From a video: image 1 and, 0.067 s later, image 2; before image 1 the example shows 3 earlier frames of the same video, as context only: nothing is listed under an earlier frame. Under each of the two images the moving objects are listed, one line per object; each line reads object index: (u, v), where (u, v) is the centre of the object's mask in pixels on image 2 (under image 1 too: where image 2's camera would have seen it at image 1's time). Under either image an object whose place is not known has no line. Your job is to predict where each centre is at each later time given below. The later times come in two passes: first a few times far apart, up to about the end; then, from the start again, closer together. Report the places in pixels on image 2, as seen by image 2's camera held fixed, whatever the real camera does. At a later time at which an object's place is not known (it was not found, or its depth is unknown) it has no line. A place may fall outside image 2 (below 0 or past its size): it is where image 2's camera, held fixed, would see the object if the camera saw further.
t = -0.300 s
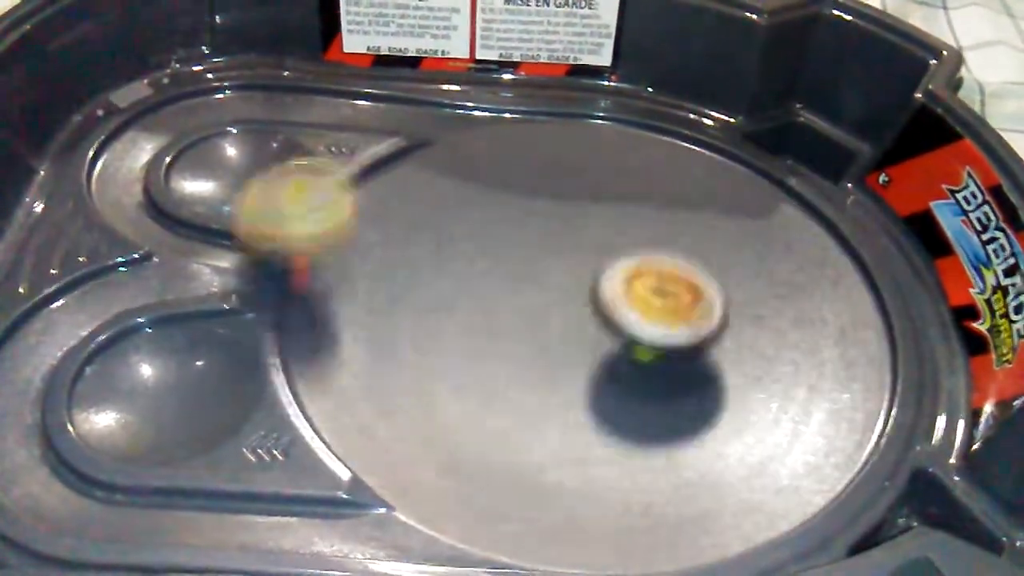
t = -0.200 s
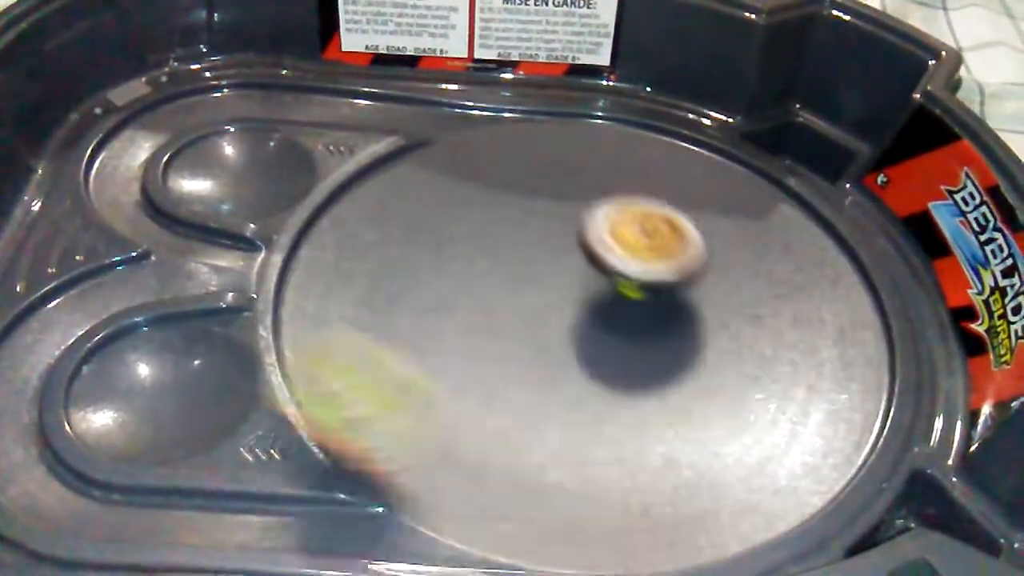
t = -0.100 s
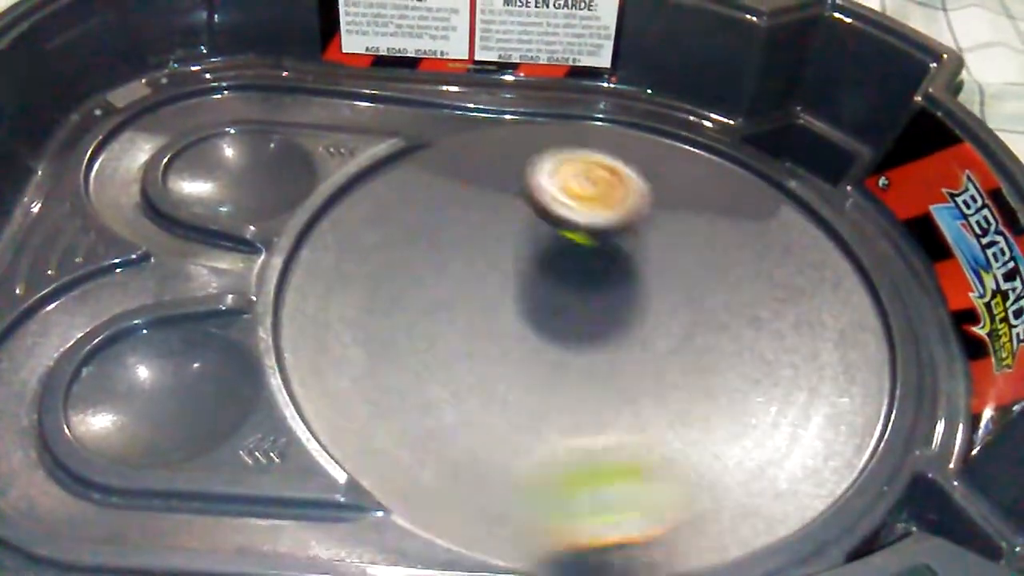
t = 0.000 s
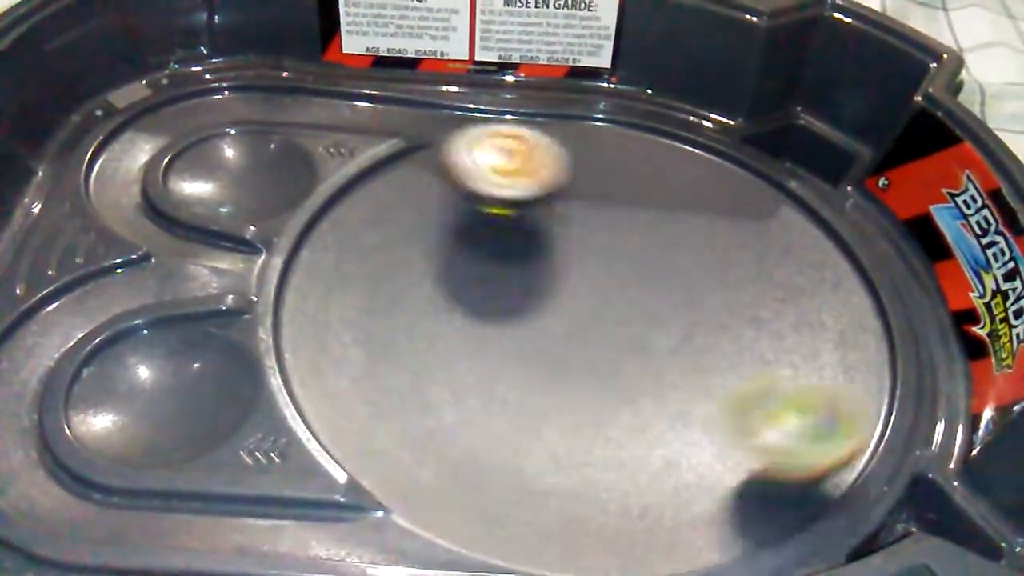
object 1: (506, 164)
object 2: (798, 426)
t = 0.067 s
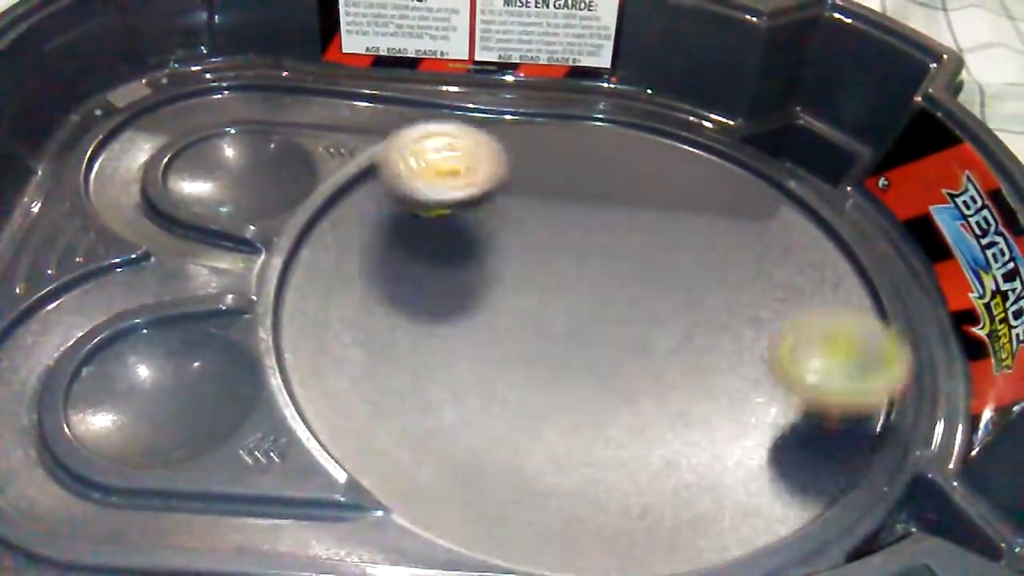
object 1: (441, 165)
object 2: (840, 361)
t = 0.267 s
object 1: (308, 302)
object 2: (638, 209)
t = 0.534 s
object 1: (745, 480)
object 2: (324, 316)
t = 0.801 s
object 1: (791, 166)
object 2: (661, 490)
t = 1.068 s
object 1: (319, 80)
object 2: (594, 220)
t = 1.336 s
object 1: (188, 197)
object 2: (334, 223)
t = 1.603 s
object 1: (352, 294)
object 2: (556, 436)
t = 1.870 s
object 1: (676, 385)
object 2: (705, 196)
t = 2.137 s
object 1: (677, 218)
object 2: (382, 105)
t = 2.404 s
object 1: (409, 211)
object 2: (175, 145)
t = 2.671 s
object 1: (488, 430)
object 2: (316, 81)
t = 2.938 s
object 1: (763, 305)
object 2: (168, 92)
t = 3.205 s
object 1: (540, 165)
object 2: (260, 252)
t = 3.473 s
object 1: (386, 336)
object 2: (717, 390)
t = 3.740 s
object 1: (760, 417)
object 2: (763, 145)
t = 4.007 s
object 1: (698, 155)
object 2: (402, 206)
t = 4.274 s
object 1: (342, 178)
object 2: (557, 508)
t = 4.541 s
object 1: (486, 493)
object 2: (789, 310)
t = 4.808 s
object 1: (853, 345)
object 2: (463, 211)
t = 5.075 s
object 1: (608, 125)
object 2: (419, 435)
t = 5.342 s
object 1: (312, 233)
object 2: (717, 356)
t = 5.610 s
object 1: (547, 498)
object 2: (483, 151)
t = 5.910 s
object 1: (801, 271)
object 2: (343, 357)
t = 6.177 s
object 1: (517, 131)
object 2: (725, 341)
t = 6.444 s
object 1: (309, 297)
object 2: (616, 116)
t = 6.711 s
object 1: (620, 483)
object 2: (362, 235)
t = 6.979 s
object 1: (781, 269)
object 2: (637, 494)
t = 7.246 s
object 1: (522, 148)
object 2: (871, 295)
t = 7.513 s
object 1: (344, 307)
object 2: (549, 162)
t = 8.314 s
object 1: (499, 167)
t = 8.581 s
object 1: (368, 328)
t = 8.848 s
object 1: (658, 428)
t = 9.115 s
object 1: (712, 236)
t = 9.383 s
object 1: (481, 184)
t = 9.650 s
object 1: (403, 352)
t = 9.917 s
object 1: (675, 414)
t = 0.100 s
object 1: (410, 170)
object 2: (837, 330)
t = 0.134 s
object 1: (377, 183)
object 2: (818, 299)
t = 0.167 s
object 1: (344, 202)
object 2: (785, 270)
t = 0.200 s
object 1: (320, 228)
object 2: (743, 247)
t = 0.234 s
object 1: (304, 262)
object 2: (693, 226)
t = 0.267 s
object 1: (308, 302)
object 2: (638, 209)
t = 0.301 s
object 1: (325, 347)
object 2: (581, 197)
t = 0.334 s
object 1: (357, 389)
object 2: (518, 189)
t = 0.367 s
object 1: (408, 432)
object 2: (457, 187)
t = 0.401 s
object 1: (466, 462)
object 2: (398, 188)
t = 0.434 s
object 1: (530, 483)
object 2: (330, 194)
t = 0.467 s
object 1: (610, 495)
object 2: (299, 210)
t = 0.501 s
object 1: (680, 495)
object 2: (310, 266)
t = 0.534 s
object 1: (745, 480)
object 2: (324, 316)
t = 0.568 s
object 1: (807, 454)
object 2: (337, 364)
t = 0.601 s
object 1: (851, 420)
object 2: (351, 404)
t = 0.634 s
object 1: (875, 379)
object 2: (403, 439)
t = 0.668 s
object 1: (892, 339)
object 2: (458, 466)
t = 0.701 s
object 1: (878, 297)
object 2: (521, 483)
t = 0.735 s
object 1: (855, 253)
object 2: (573, 496)
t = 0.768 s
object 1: (825, 207)
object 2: (622, 498)
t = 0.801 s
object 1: (791, 166)
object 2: (661, 490)
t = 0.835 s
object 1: (739, 137)
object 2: (692, 468)
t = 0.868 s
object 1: (682, 115)
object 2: (710, 438)
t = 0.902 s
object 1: (617, 100)
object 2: (715, 402)
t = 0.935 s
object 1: (547, 94)
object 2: (705, 361)
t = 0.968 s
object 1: (481, 94)
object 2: (687, 322)
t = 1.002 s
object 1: (420, 91)
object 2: (663, 286)
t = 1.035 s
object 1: (369, 78)
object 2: (632, 252)
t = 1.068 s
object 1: (319, 80)
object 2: (594, 220)
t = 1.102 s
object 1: (271, 86)
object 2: (554, 194)
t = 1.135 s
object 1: (223, 95)
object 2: (515, 172)
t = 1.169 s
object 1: (175, 110)
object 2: (471, 153)
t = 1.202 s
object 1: (136, 138)
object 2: (427, 139)
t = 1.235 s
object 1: (108, 159)
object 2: (384, 130)
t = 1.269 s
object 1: (120, 174)
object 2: (366, 150)
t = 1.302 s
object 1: (154, 184)
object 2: (349, 189)
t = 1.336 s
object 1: (188, 197)
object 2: (334, 223)
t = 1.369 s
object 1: (212, 195)
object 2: (338, 259)
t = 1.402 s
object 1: (229, 207)
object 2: (347, 297)
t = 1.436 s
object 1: (251, 215)
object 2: (356, 336)
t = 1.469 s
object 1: (266, 224)
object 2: (375, 371)
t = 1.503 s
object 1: (281, 235)
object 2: (406, 400)
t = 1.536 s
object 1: (298, 252)
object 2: (450, 422)
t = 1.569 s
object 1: (326, 275)
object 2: (503, 436)
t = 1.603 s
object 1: (352, 294)
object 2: (556, 436)
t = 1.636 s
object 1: (383, 316)
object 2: (609, 427)
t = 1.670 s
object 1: (422, 342)
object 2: (657, 407)
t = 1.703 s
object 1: (465, 362)
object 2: (690, 380)
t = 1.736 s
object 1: (515, 380)
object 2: (716, 342)
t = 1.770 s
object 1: (559, 390)
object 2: (729, 307)
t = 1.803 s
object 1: (604, 395)
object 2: (731, 268)
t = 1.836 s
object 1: (640, 392)
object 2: (722, 230)
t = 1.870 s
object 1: (676, 385)
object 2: (705, 196)
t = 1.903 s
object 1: (704, 370)
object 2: (680, 161)
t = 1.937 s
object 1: (724, 354)
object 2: (646, 130)
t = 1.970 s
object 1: (735, 332)
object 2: (610, 105)
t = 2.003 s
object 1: (740, 310)
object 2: (564, 86)
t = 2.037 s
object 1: (734, 284)
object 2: (514, 89)
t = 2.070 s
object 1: (720, 261)
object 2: (456, 99)
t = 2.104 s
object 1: (701, 238)
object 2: (419, 97)
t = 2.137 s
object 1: (677, 218)
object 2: (382, 105)
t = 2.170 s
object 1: (645, 202)
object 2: (349, 114)
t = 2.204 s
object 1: (614, 190)
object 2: (318, 121)
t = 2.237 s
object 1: (577, 180)
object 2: (290, 133)
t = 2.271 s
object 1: (541, 177)
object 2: (255, 145)
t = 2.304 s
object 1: (503, 177)
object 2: (223, 147)
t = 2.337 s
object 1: (469, 183)
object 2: (196, 144)
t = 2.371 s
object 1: (435, 194)
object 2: (179, 143)
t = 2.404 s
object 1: (409, 211)
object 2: (175, 145)
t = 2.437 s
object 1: (383, 234)
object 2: (184, 150)
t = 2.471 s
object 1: (367, 259)
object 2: (204, 157)
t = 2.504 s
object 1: (358, 290)
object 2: (237, 160)
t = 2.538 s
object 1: (364, 320)
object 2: (268, 152)
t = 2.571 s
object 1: (376, 352)
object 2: (295, 134)
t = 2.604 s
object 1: (407, 386)
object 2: (307, 113)
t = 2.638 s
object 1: (445, 411)
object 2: (314, 97)
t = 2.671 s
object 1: (488, 430)
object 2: (316, 81)
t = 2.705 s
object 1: (539, 442)
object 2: (317, 73)
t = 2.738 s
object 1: (594, 443)
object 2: (315, 67)
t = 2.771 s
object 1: (646, 436)
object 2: (304, 63)
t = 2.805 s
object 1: (687, 420)
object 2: (288, 64)
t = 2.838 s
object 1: (727, 396)
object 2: (268, 66)
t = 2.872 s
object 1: (752, 367)
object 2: (239, 72)
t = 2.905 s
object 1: (764, 336)
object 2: (206, 79)
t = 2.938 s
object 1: (763, 305)
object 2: (168, 92)
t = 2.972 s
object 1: (752, 275)
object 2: (135, 110)
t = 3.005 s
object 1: (738, 248)
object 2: (114, 134)
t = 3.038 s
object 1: (712, 221)
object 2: (107, 156)
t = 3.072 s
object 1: (686, 201)
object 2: (114, 178)
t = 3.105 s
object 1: (652, 184)
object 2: (138, 193)
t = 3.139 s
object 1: (614, 171)
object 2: (178, 211)
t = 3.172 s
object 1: (577, 165)
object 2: (218, 231)
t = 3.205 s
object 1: (540, 165)
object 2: (260, 252)
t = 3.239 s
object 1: (503, 169)
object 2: (305, 278)
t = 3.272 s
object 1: (467, 180)
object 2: (355, 309)
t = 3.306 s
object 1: (436, 194)
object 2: (401, 335)
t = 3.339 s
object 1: (409, 213)
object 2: (462, 365)
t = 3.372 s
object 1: (390, 240)
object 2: (522, 386)
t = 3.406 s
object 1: (378, 271)
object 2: (593, 399)
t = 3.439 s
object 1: (374, 303)
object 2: (656, 401)
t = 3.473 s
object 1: (386, 336)
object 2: (717, 390)
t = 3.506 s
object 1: (408, 369)
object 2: (768, 373)
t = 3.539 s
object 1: (446, 401)
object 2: (815, 342)
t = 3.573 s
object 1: (488, 427)
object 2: (842, 309)
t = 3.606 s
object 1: (546, 445)
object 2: (856, 270)
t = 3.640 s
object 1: (603, 455)
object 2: (855, 235)
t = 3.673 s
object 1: (658, 453)
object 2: (836, 198)
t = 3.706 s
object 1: (714, 440)
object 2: (799, 170)
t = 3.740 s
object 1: (760, 417)
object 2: (763, 145)
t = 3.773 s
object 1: (797, 387)
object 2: (717, 125)
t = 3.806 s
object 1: (816, 351)
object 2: (672, 113)
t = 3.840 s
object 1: (821, 312)
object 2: (619, 109)
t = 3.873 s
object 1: (812, 275)
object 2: (570, 114)
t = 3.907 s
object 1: (796, 237)
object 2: (520, 125)
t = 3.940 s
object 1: (770, 206)
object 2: (475, 145)
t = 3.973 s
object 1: (737, 177)
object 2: (435, 172)
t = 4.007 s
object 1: (698, 155)
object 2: (402, 206)
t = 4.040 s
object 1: (653, 134)
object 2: (376, 244)
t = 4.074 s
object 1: (606, 122)
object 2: (362, 289)
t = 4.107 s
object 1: (560, 115)
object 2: (361, 337)
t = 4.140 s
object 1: (510, 115)
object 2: (371, 388)
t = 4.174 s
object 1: (462, 120)
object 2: (407, 437)
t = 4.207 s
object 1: (415, 132)
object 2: (449, 484)
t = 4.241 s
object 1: (373, 150)
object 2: (503, 514)
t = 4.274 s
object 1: (342, 178)
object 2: (557, 508)
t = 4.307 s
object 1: (320, 214)
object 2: (610, 492)
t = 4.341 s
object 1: (304, 251)
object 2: (659, 472)
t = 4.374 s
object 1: (299, 293)
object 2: (701, 453)
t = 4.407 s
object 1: (311, 339)
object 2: (743, 428)
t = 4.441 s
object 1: (339, 384)
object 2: (781, 404)
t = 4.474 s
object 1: (380, 428)
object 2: (799, 372)
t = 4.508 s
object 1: (429, 466)
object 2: (802, 343)
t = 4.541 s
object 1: (486, 493)
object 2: (789, 310)
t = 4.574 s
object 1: (556, 509)
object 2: (769, 282)
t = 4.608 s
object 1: (624, 515)
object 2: (738, 257)
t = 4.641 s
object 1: (687, 513)
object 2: (698, 236)
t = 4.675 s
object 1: (749, 498)
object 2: (653, 220)
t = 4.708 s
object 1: (794, 465)
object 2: (607, 211)
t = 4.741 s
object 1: (832, 425)
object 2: (558, 206)
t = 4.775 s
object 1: (848, 384)
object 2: (510, 205)
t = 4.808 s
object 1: (853, 345)
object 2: (463, 211)
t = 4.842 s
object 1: (846, 305)
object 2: (417, 223)
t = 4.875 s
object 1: (829, 267)
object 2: (378, 241)
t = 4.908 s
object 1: (804, 234)
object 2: (341, 266)
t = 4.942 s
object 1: (772, 207)
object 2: (309, 296)
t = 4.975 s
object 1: (737, 177)
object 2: (295, 324)
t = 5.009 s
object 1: (694, 154)
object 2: (331, 366)
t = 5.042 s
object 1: (652, 137)
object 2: (373, 402)
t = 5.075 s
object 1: (608, 125)
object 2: (419, 435)
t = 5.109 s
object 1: (561, 118)
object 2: (465, 463)
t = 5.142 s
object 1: (514, 115)
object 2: (517, 480)
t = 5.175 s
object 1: (471, 119)
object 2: (571, 486)
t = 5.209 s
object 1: (426, 128)
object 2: (622, 479)
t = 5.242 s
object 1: (388, 140)
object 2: (667, 462)
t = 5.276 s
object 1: (355, 166)
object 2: (701, 427)
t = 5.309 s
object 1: (331, 199)
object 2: (716, 391)
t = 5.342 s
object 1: (312, 233)
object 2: (717, 356)
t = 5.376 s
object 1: (297, 264)
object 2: (710, 317)
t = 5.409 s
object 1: (304, 307)
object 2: (694, 283)
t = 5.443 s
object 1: (316, 348)
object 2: (669, 250)
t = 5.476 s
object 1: (343, 389)
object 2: (640, 223)
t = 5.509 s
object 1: (383, 427)
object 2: (606, 198)
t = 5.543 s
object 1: (430, 461)
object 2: (565, 176)
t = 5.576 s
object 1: (489, 486)
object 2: (525, 161)
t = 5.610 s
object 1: (547, 498)
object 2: (483, 151)
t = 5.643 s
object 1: (606, 500)
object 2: (440, 146)
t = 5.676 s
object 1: (669, 493)
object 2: (396, 146)
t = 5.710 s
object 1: (724, 473)
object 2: (357, 153)
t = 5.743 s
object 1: (768, 449)
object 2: (338, 185)
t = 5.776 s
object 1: (800, 411)
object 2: (324, 218)
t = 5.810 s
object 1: (815, 376)
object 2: (311, 251)
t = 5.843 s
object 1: (821, 341)
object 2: (305, 285)
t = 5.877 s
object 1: (816, 304)
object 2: (314, 321)
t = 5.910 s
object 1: (801, 271)
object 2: (343, 357)
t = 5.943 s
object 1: (779, 237)
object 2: (383, 386)
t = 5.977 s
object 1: (751, 211)
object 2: (433, 408)
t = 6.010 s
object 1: (719, 185)
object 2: (489, 420)
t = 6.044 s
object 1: (682, 165)
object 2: (550, 423)
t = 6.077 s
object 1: (642, 151)
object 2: (611, 415)
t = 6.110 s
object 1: (602, 138)
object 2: (660, 396)
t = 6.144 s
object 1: (560, 134)
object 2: (695, 371)
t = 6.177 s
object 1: (517, 131)
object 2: (725, 341)
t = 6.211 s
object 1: (477, 137)
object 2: (743, 307)
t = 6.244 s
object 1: (439, 145)
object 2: (748, 272)
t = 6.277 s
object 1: (403, 158)
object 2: (744, 237)
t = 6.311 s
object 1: (372, 177)
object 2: (734, 206)
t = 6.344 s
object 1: (345, 202)
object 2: (714, 177)
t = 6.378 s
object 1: (324, 231)
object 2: (685, 150)
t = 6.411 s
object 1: (312, 263)
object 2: (653, 130)
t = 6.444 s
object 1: (309, 297)
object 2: (616, 116)
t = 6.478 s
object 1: (313, 330)
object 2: (578, 108)
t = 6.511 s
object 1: (335, 371)
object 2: (535, 106)
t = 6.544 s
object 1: (364, 405)
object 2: (494, 111)
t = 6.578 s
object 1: (403, 434)
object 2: (455, 124)
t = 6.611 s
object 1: (452, 462)
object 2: (423, 143)
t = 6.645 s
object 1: (507, 476)
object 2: (396, 169)
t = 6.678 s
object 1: (562, 487)
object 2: (375, 200)
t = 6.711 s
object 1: (620, 483)
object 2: (362, 235)
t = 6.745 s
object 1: (667, 476)
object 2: (360, 274)
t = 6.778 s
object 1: (718, 455)
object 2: (370, 313)
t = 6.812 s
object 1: (756, 427)
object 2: (390, 353)
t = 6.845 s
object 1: (777, 400)
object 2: (421, 392)
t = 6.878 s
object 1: (794, 366)
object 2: (459, 425)
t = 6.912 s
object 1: (799, 330)
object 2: (513, 455)
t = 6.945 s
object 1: (794, 298)
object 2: (571, 479)
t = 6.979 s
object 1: (781, 269)
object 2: (637, 494)
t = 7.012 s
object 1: (761, 238)
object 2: (696, 498)
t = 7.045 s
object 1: (735, 215)
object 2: (755, 487)
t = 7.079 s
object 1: (704, 193)
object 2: (809, 470)
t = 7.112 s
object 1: (670, 176)
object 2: (852, 443)
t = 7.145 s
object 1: (634, 162)
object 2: (872, 405)
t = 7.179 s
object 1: (598, 152)
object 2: (886, 368)
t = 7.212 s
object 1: (561, 147)
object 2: (883, 330)
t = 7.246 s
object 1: (522, 148)
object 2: (871, 295)
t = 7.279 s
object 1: (485, 153)
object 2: (844, 262)
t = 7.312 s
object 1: (453, 162)
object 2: (814, 235)
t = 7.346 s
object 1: (420, 177)
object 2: (775, 212)
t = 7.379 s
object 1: (391, 195)
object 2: (732, 192)
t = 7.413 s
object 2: (686, 178)
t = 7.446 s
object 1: (352, 243)
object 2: (640, 169)
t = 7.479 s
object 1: (344, 273)
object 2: (594, 164)
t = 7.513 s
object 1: (344, 307)
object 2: (549, 162)
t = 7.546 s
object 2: (504, 165)
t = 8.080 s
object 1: (722, 232)
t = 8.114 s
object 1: (699, 213)
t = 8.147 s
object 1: (667, 195)
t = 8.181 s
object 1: (635, 179)
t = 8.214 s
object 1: (602, 172)
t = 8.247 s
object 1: (568, 166)
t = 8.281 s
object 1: (532, 164)
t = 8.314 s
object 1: (499, 167)
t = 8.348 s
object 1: (466, 174)
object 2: (655, 208)
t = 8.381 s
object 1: (438, 185)
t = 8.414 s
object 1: (409, 202)
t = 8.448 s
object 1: (387, 222)
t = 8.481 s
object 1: (372, 245)
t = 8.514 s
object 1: (364, 270)
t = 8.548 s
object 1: (362, 301)
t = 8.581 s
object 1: (368, 328)
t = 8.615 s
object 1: (383, 358)
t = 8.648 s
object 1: (412, 386)
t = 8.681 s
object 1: (440, 407)
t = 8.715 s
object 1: (485, 425)
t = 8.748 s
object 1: (528, 437)
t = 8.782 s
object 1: (569, 442)
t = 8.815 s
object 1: (612, 439)
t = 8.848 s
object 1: (658, 428)
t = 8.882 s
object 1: (695, 412)
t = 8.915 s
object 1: (723, 391)
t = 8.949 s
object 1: (735, 369)
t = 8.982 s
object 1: (750, 339)
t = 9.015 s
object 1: (752, 312)
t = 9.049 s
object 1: (744, 287)
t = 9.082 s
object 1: (733, 261)
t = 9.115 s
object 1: (712, 236)
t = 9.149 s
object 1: (691, 220)
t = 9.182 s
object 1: (666, 203)
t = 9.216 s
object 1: (636, 191)
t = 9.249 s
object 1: (605, 181)
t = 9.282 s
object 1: (573, 175)
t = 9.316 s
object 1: (543, 175)
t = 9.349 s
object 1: (511, 178)
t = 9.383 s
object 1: (481, 184)
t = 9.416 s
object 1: (455, 193)
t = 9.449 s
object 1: (431, 207)
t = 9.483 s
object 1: (410, 227)
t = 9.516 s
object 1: (395, 250)
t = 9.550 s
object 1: (385, 273)
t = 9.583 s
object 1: (384, 298)
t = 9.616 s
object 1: (391, 324)
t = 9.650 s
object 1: (403, 352)
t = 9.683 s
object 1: (423, 375)
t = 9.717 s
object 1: (450, 397)
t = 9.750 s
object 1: (485, 414)
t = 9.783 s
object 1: (520, 424)
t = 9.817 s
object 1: (567, 432)
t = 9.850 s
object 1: (606, 431)
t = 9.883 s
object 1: (641, 426)
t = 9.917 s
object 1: (675, 414)
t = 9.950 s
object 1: (697, 399)
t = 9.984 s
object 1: (717, 377)
